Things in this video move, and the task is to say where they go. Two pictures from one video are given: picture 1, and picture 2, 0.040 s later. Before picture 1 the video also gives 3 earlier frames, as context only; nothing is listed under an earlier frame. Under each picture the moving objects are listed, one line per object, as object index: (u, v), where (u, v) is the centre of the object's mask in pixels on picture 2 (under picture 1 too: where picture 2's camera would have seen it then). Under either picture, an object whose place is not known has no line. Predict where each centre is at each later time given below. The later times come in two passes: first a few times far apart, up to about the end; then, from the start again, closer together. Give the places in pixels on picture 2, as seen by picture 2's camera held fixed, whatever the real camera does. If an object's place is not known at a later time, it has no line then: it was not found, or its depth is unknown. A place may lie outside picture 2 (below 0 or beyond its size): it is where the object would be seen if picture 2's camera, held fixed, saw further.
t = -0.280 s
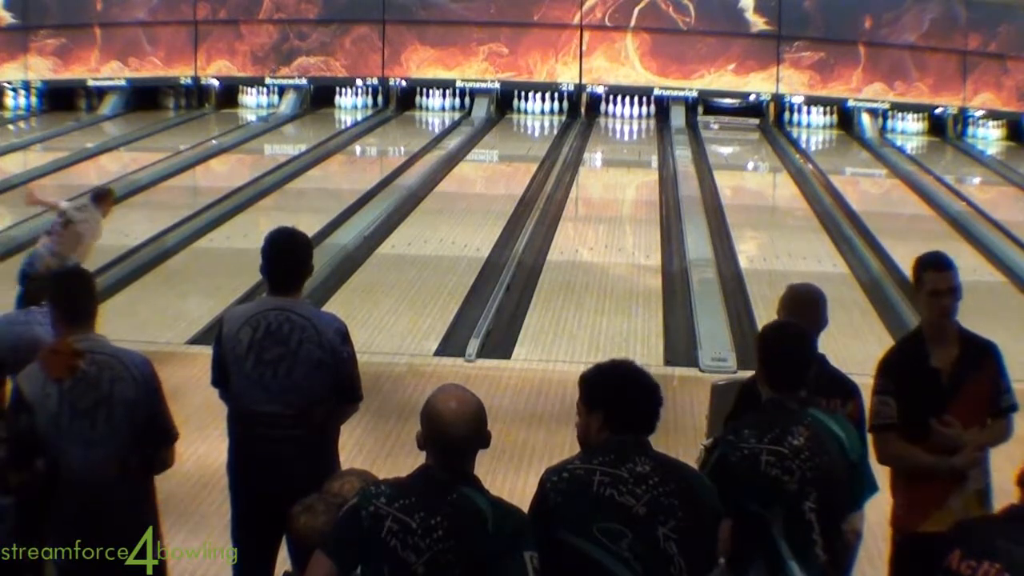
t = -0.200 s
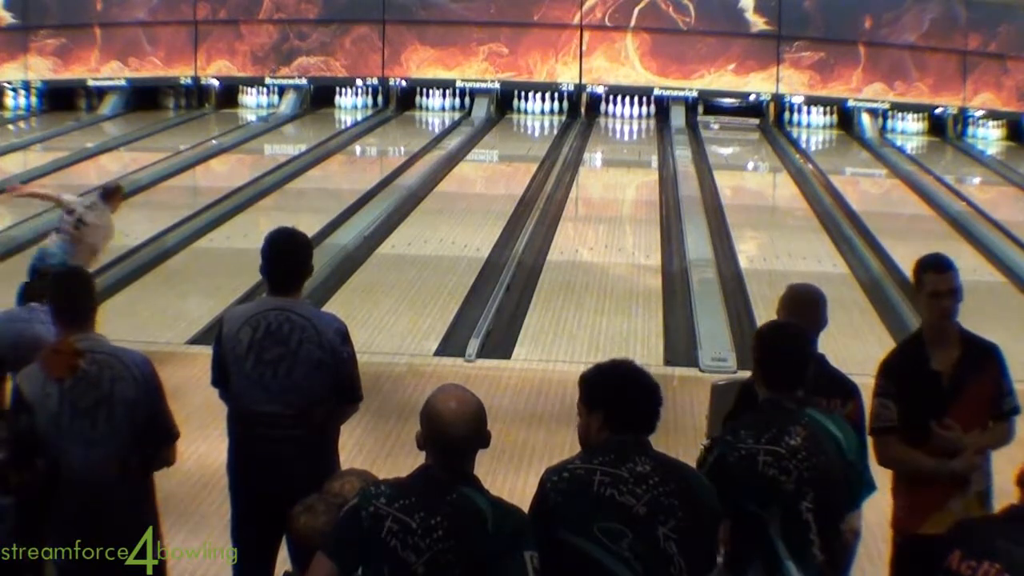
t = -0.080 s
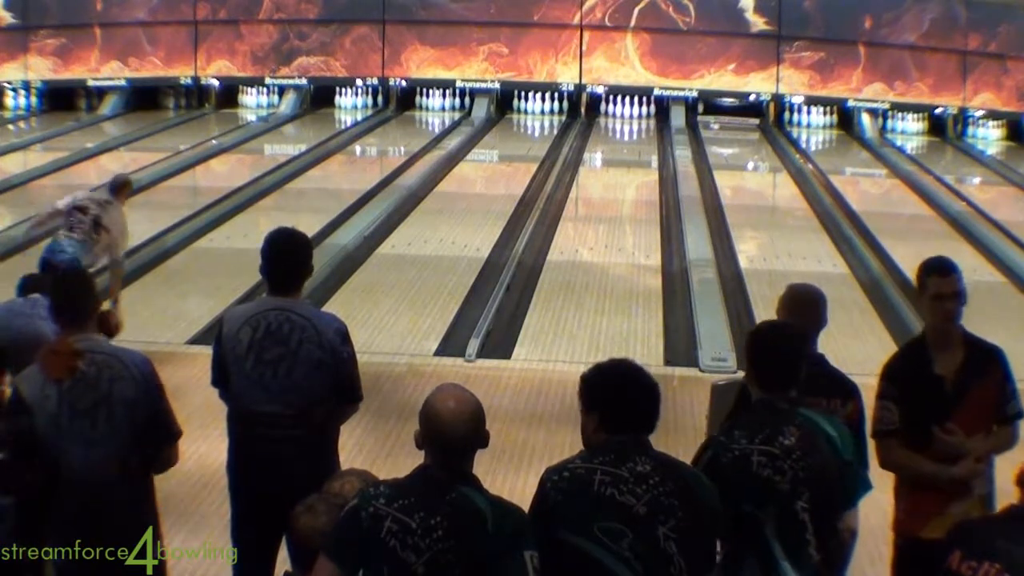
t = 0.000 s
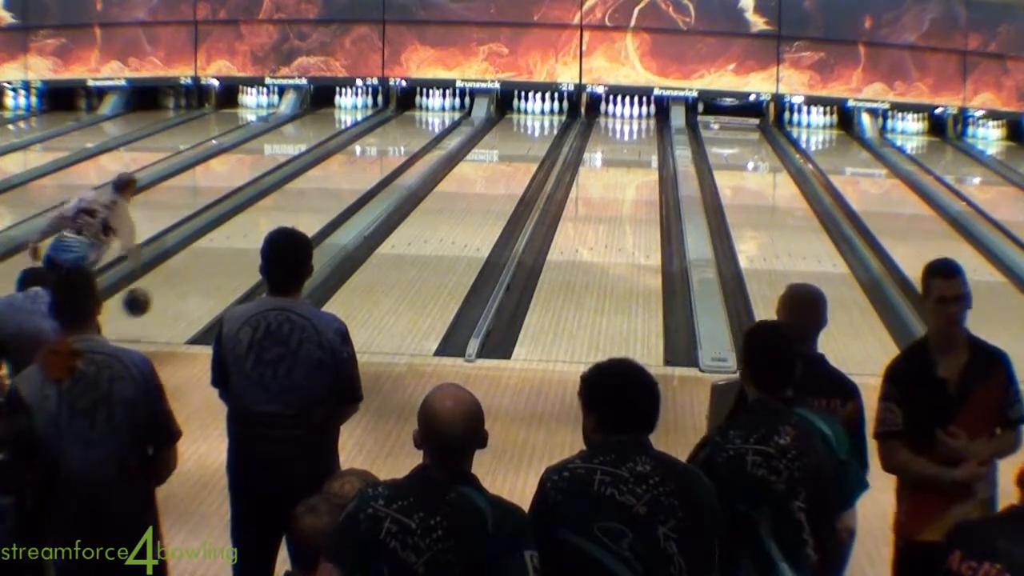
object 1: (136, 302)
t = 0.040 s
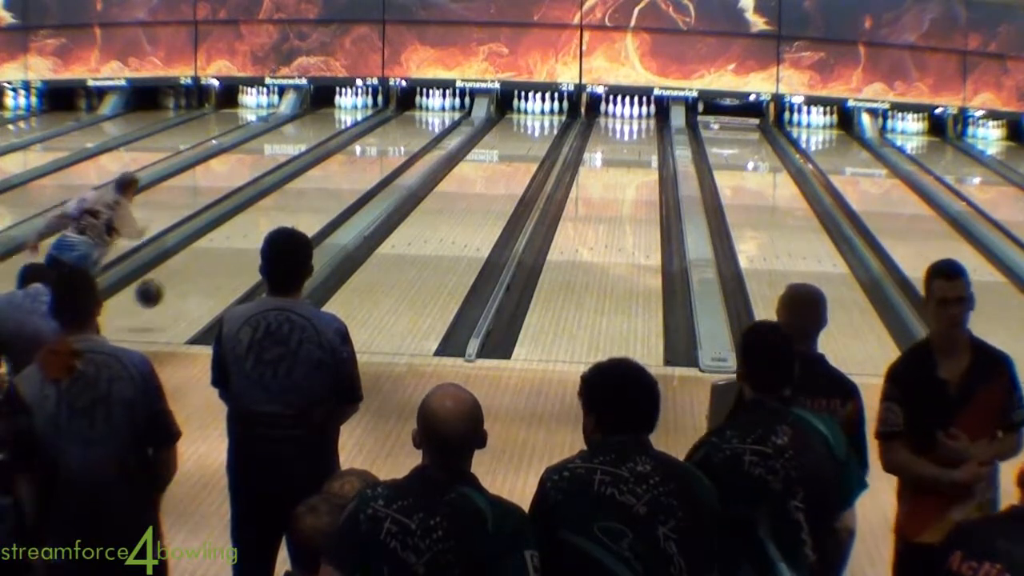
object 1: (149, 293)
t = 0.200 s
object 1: (197, 279)
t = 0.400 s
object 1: (245, 252)
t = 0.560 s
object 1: (275, 224)
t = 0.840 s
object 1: (323, 198)
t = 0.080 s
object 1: (162, 286)
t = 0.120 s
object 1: (173, 282)
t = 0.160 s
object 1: (185, 279)
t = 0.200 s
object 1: (197, 279)
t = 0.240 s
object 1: (206, 278)
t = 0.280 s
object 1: (217, 271)
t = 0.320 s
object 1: (227, 264)
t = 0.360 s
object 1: (236, 258)
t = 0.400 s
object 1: (245, 252)
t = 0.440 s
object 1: (252, 245)
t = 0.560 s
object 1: (275, 224)
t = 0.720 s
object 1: (305, 210)
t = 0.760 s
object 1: (311, 206)
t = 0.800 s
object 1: (317, 202)
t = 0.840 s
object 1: (323, 198)
